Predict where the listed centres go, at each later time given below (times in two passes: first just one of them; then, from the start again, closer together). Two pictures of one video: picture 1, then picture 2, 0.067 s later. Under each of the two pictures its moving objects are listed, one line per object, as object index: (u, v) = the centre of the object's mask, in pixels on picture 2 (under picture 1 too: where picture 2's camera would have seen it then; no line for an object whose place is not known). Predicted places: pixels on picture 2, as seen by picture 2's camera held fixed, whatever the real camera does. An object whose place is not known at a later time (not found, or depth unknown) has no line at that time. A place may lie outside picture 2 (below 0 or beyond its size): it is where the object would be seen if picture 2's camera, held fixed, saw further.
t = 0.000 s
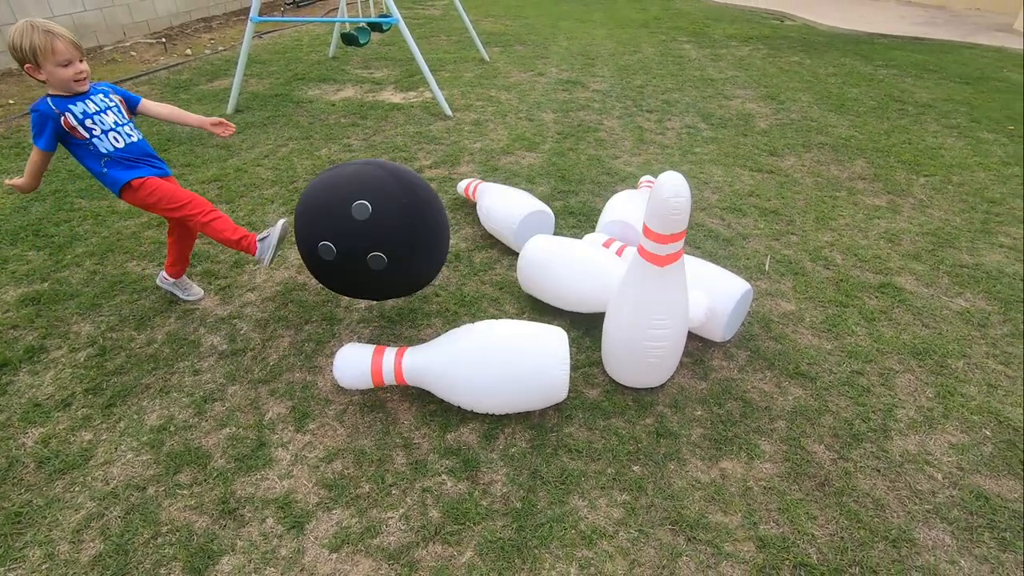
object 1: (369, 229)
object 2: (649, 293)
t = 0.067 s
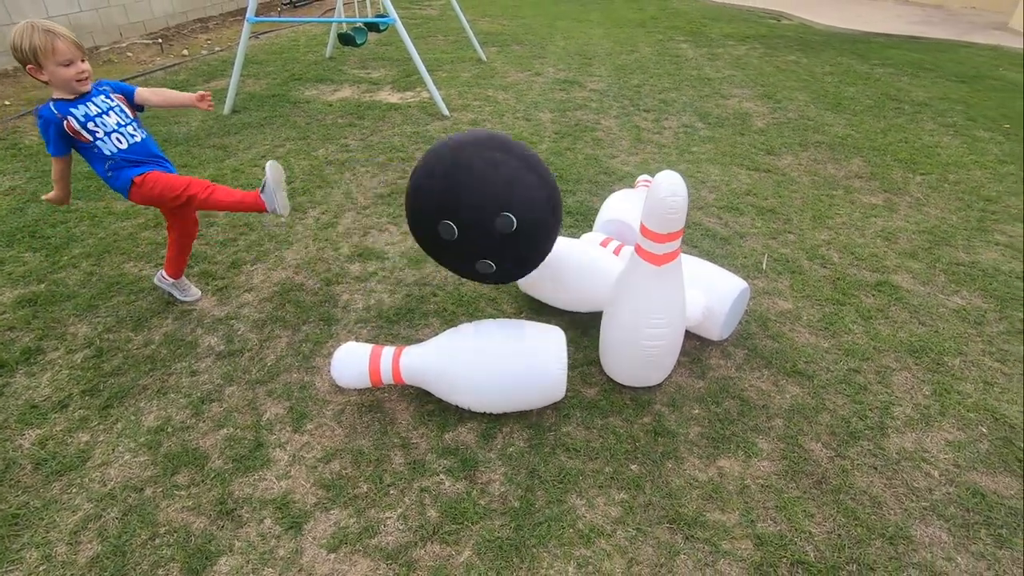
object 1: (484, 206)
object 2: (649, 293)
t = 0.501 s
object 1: (977, 169)
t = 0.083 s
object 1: (513, 201)
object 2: (649, 293)
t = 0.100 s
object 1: (543, 195)
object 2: (649, 292)
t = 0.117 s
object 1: (573, 191)
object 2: (649, 293)
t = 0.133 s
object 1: (599, 185)
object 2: (658, 297)
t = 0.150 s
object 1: (628, 180)
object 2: (679, 298)
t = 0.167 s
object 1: (655, 174)
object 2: (700, 300)
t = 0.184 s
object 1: (683, 169)
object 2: (722, 304)
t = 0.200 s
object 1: (710, 164)
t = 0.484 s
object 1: (973, 164)
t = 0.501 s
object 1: (977, 169)
